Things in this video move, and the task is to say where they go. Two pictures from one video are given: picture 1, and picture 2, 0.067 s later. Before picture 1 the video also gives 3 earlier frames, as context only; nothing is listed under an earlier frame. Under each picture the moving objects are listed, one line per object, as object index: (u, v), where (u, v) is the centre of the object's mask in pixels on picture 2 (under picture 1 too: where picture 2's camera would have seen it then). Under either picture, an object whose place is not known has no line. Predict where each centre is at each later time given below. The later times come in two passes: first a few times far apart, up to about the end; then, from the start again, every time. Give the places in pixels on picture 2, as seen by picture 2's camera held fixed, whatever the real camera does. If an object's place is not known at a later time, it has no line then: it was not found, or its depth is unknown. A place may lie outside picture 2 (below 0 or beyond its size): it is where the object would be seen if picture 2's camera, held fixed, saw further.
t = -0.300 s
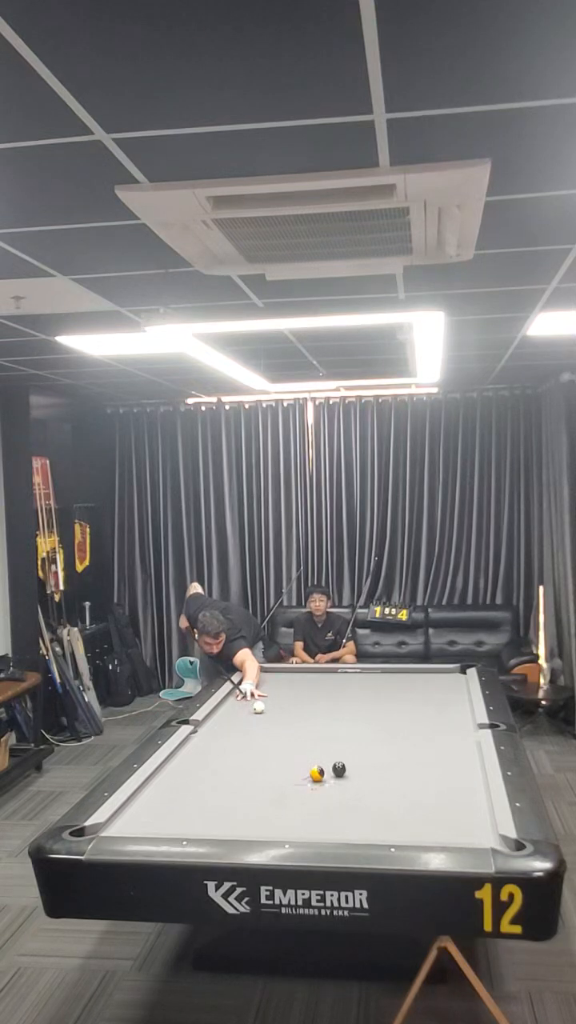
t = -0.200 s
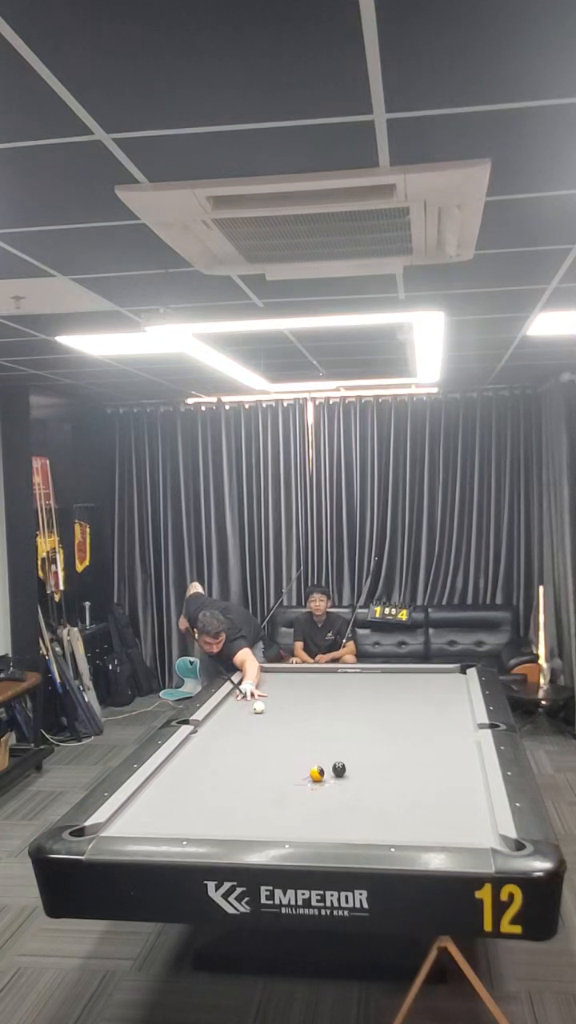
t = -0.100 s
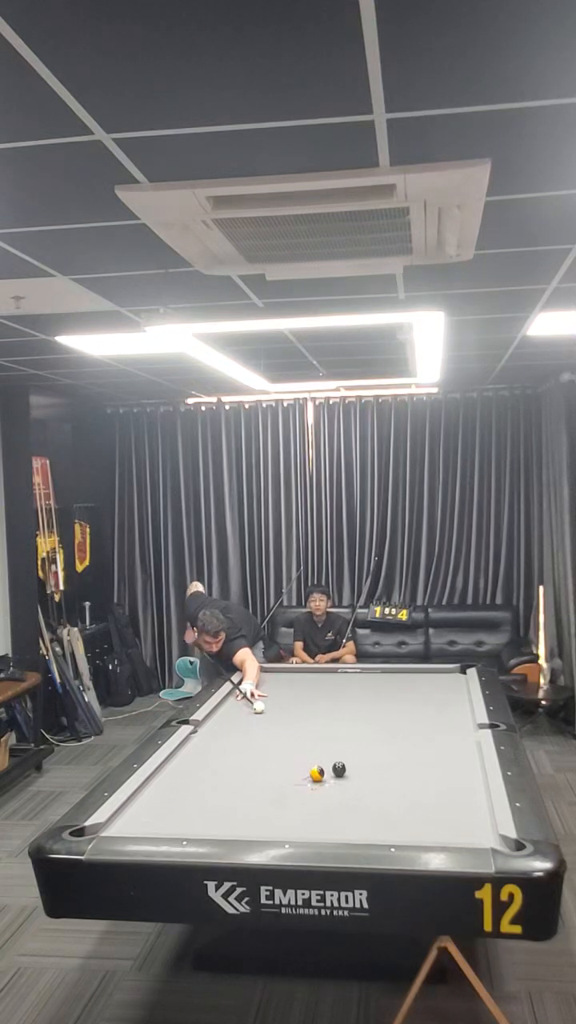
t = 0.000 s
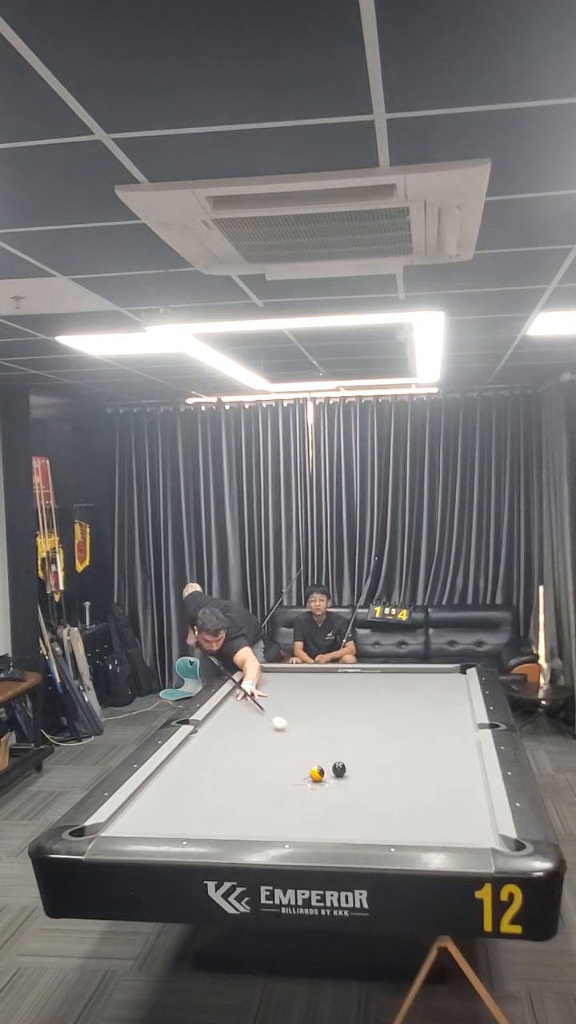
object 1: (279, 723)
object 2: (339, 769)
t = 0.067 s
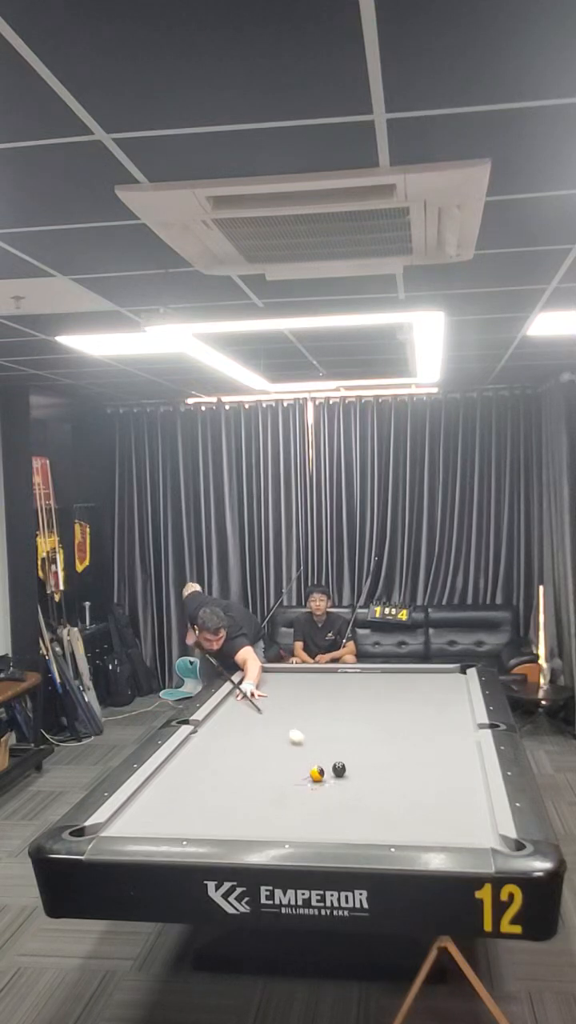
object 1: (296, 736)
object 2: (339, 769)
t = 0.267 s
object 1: (324, 765)
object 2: (369, 785)
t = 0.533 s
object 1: (293, 765)
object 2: (498, 845)
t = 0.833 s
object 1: (261, 761)
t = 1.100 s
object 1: (235, 758)
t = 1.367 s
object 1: (211, 756)
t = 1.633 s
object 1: (189, 753)
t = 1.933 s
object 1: (187, 751)
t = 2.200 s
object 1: (199, 750)
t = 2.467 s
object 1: (209, 750)
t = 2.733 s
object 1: (218, 749)
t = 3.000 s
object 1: (226, 749)
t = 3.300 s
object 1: (234, 748)
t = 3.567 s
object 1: (239, 748)
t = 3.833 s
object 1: (243, 747)
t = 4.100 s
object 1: (246, 747)
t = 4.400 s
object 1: (247, 747)
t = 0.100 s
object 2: (339, 769)
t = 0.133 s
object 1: (313, 750)
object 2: (339, 769)
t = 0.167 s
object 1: (323, 758)
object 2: (339, 769)
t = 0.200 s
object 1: (329, 764)
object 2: (340, 770)
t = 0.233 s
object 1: (327, 766)
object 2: (355, 778)
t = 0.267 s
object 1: (324, 765)
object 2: (369, 785)
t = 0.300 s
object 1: (319, 764)
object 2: (384, 793)
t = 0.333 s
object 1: (315, 764)
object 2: (399, 800)
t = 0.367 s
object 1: (311, 764)
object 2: (414, 808)
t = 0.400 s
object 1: (307, 765)
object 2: (430, 816)
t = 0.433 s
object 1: (304, 766)
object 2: (446, 823)
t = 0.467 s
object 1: (300, 766)
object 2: (462, 832)
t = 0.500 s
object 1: (297, 765)
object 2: (479, 837)
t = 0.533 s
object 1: (293, 765)
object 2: (498, 845)
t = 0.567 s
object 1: (289, 764)
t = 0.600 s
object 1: (286, 764)
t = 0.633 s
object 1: (282, 764)
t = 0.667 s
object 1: (278, 763)
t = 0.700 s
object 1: (275, 763)
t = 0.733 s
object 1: (272, 763)
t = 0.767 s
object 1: (268, 762)
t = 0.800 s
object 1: (265, 762)
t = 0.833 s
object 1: (261, 761)
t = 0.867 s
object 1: (258, 761)
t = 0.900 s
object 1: (254, 760)
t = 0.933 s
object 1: (251, 760)
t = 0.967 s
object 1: (247, 760)
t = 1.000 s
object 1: (244, 759)
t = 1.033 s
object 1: (241, 759)
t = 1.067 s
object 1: (238, 759)
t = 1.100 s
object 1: (235, 758)
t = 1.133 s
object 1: (232, 758)
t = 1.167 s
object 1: (229, 758)
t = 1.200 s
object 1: (226, 757)
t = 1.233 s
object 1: (223, 757)
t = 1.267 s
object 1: (220, 756)
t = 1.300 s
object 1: (217, 756)
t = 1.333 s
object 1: (214, 756)
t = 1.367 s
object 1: (211, 756)
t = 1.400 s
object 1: (208, 755)
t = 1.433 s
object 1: (205, 755)
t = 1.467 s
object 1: (202, 755)
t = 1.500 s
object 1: (199, 754)
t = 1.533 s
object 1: (197, 754)
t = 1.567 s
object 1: (194, 753)
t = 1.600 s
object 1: (191, 753)
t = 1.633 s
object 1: (189, 753)
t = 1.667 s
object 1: (186, 753)
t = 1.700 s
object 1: (183, 752)
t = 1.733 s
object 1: (180, 752)
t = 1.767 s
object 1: (179, 752)
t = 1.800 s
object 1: (180, 752)
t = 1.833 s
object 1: (182, 751)
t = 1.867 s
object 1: (184, 751)
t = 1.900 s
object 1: (185, 751)
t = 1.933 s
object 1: (187, 751)
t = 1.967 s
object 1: (189, 751)
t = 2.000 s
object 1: (190, 751)
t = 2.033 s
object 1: (192, 751)
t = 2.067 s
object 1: (193, 751)
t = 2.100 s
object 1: (195, 751)
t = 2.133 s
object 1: (196, 751)
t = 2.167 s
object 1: (198, 751)
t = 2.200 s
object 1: (199, 750)
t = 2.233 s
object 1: (201, 750)
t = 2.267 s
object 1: (202, 750)
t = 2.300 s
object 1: (203, 750)
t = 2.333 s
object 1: (204, 750)
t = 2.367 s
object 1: (206, 750)
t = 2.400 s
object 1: (207, 750)
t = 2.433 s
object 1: (208, 750)
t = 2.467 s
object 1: (209, 750)
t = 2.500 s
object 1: (211, 750)
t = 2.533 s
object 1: (212, 750)
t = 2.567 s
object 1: (213, 749)
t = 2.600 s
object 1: (214, 749)
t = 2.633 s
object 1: (215, 749)
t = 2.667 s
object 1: (216, 749)
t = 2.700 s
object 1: (217, 749)
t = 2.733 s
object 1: (218, 749)
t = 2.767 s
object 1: (220, 749)
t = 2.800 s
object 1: (221, 749)
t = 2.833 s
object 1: (222, 749)
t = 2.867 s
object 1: (223, 749)
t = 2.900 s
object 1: (224, 749)
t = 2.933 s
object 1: (225, 749)
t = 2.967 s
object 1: (226, 749)
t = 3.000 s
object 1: (226, 749)
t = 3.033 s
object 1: (227, 749)
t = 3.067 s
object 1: (229, 749)
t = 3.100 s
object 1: (229, 749)
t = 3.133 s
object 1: (230, 749)
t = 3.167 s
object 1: (231, 748)
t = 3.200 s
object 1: (232, 748)
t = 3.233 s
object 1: (232, 748)
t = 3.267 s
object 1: (233, 748)
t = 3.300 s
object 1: (234, 748)
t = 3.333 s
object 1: (235, 748)
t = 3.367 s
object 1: (235, 748)
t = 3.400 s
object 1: (236, 748)
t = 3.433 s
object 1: (237, 748)
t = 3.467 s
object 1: (237, 748)
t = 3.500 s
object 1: (238, 748)
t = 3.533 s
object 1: (238, 748)
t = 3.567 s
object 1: (239, 748)
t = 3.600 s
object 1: (239, 748)
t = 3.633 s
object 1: (240, 748)
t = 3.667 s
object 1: (241, 748)
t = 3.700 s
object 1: (241, 748)
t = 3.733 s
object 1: (242, 748)
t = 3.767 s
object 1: (242, 748)
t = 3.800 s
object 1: (243, 748)
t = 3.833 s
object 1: (243, 747)
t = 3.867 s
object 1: (243, 748)
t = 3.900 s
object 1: (244, 748)
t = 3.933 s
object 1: (244, 747)
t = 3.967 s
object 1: (245, 747)
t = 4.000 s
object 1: (245, 747)
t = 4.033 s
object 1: (245, 747)
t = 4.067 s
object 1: (246, 748)
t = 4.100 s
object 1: (246, 747)
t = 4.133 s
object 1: (246, 747)
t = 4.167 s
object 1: (247, 747)
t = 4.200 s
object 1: (247, 747)
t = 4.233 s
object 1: (247, 747)
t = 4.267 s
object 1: (247, 747)
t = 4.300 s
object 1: (247, 747)
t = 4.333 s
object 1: (247, 747)
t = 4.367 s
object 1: (247, 747)
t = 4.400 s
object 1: (247, 747)
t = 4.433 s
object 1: (248, 747)
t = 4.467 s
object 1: (248, 747)
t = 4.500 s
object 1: (248, 747)
